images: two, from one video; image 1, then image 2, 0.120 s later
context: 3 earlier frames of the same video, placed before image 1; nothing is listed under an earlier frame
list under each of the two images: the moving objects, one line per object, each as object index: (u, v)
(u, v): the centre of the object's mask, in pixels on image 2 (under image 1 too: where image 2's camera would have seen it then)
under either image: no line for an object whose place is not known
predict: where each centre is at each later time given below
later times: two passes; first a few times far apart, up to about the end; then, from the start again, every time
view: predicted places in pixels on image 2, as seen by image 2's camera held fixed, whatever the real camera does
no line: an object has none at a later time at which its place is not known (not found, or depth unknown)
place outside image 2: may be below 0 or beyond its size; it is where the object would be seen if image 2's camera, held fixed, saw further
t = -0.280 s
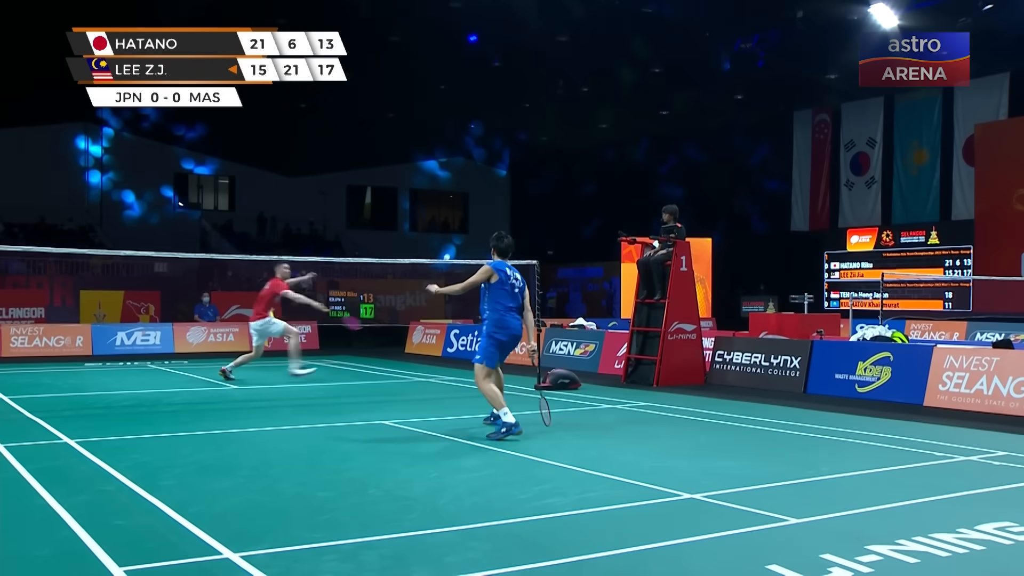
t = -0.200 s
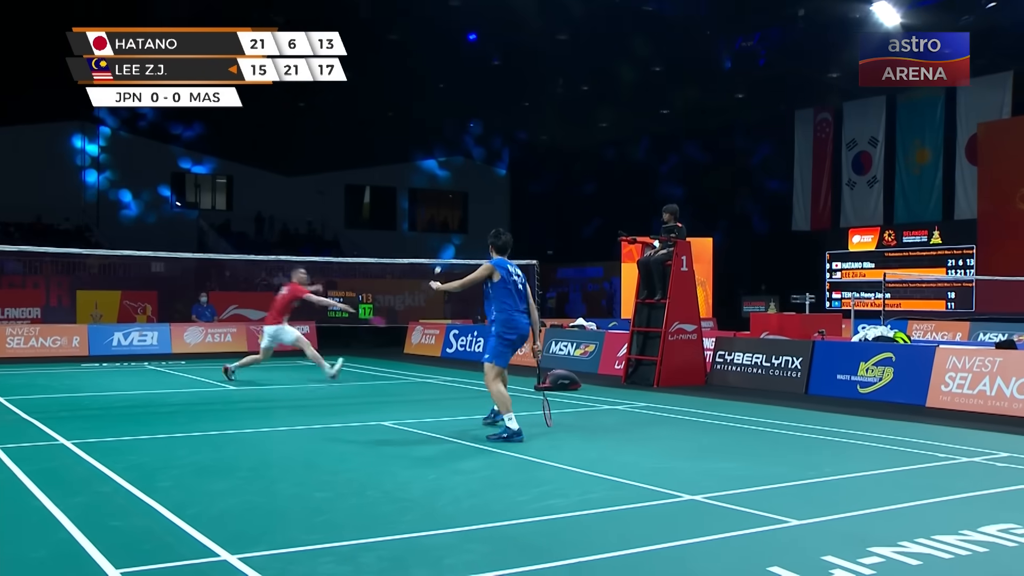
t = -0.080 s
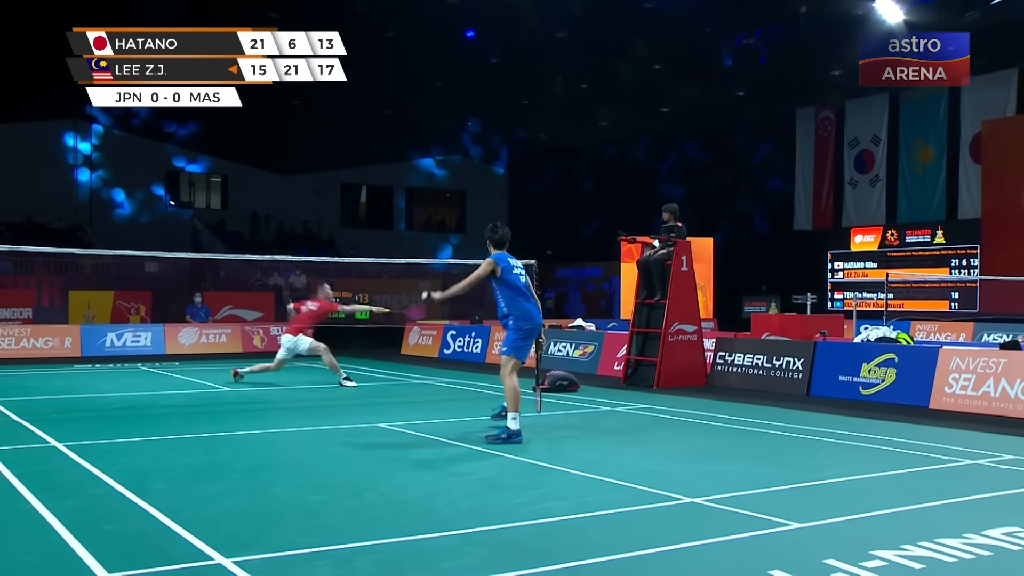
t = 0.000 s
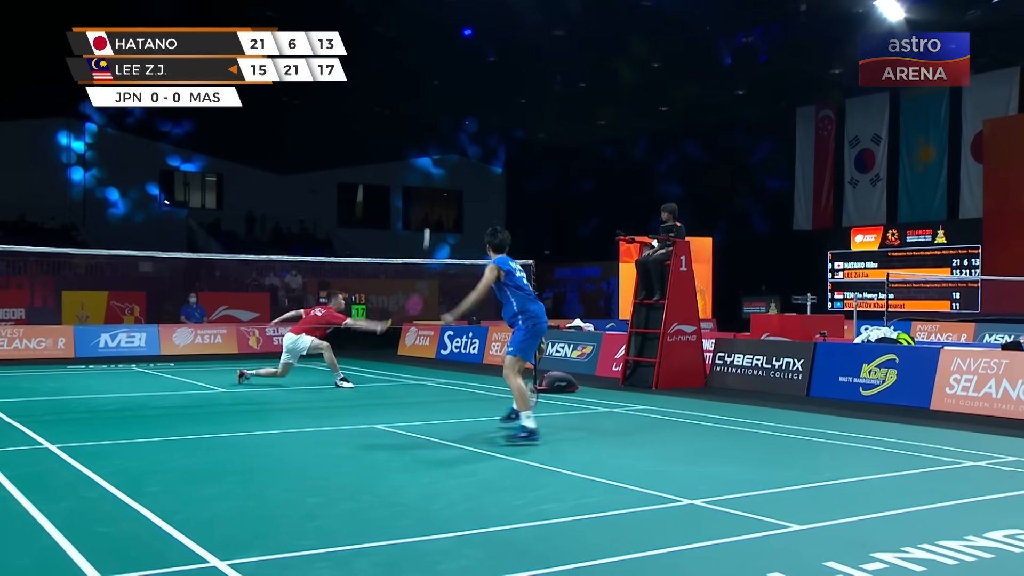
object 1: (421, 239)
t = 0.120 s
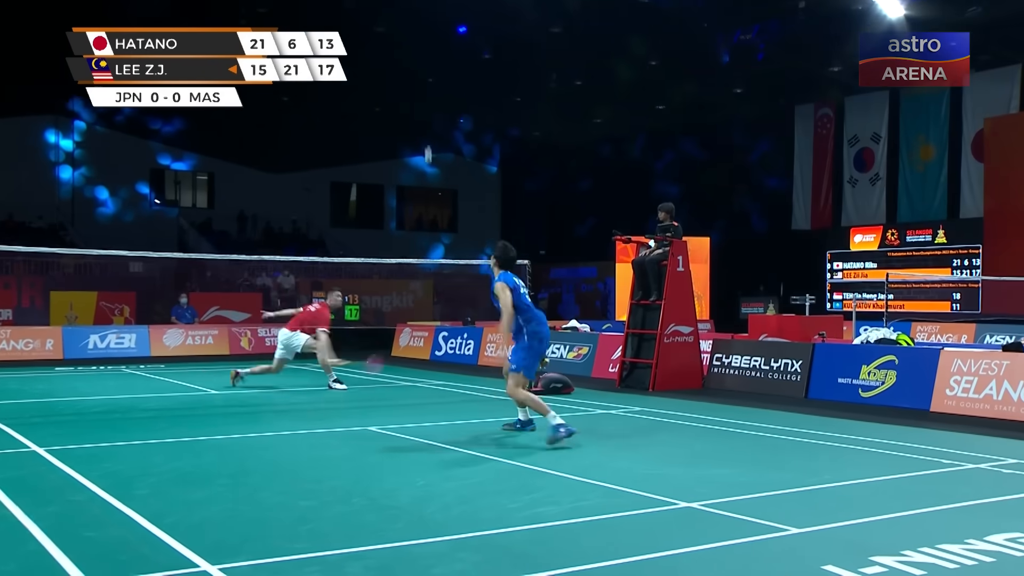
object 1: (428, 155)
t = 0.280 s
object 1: (433, 71)
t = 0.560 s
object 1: (439, 5)
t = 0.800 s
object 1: (442, 52)
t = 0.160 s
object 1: (429, 131)
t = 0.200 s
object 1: (430, 109)
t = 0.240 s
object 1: (432, 89)
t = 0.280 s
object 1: (433, 71)
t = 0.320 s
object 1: (434, 55)
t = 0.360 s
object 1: (436, 41)
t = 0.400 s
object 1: (437, 30)
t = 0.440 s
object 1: (438, 20)
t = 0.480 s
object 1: (438, 13)
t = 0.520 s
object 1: (439, 8)
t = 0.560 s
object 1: (439, 5)
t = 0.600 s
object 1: (440, 5)
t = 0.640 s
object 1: (441, 8)
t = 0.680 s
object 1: (442, 13)
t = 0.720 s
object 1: (442, 23)
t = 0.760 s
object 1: (442, 36)
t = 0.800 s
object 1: (442, 52)
